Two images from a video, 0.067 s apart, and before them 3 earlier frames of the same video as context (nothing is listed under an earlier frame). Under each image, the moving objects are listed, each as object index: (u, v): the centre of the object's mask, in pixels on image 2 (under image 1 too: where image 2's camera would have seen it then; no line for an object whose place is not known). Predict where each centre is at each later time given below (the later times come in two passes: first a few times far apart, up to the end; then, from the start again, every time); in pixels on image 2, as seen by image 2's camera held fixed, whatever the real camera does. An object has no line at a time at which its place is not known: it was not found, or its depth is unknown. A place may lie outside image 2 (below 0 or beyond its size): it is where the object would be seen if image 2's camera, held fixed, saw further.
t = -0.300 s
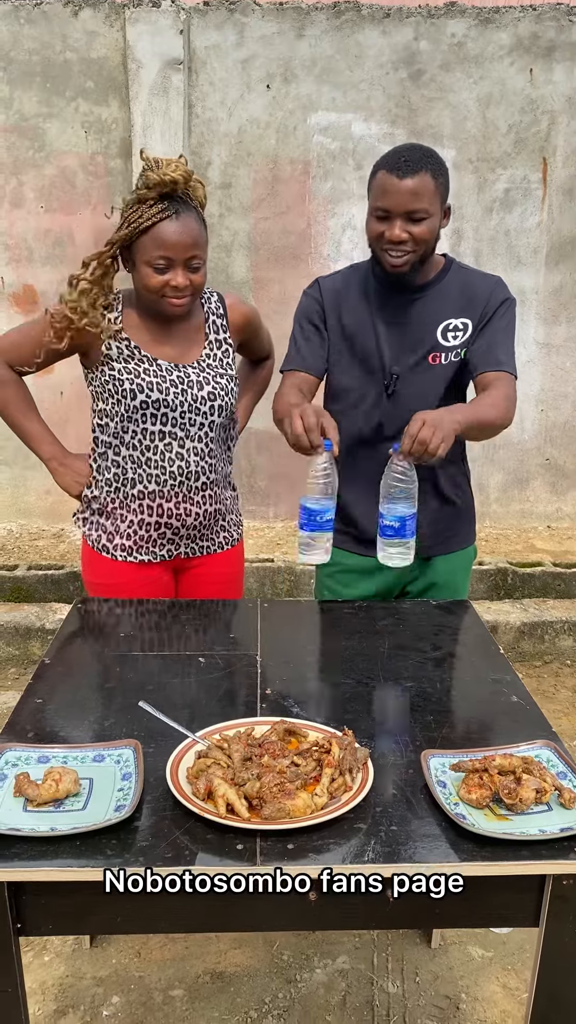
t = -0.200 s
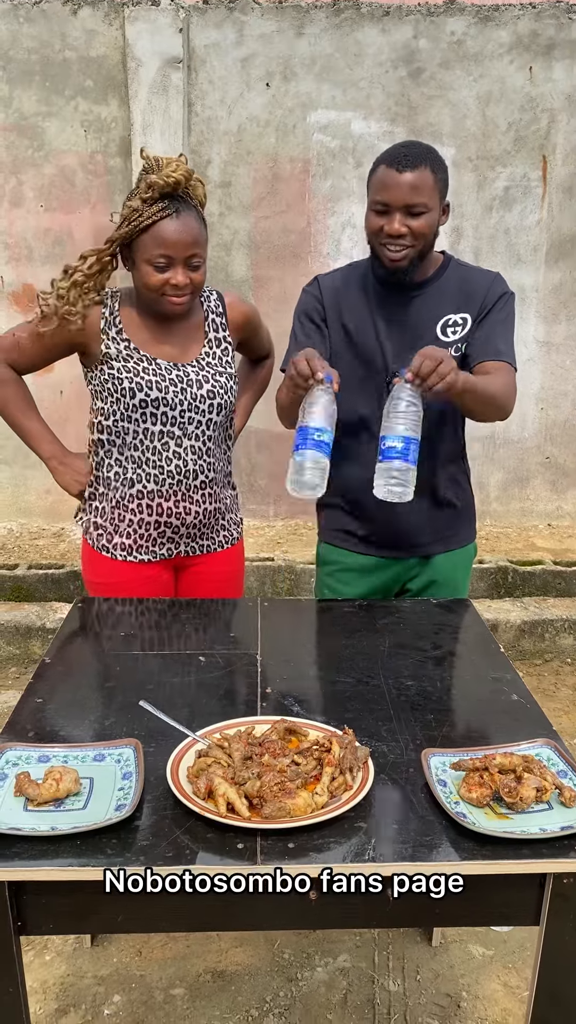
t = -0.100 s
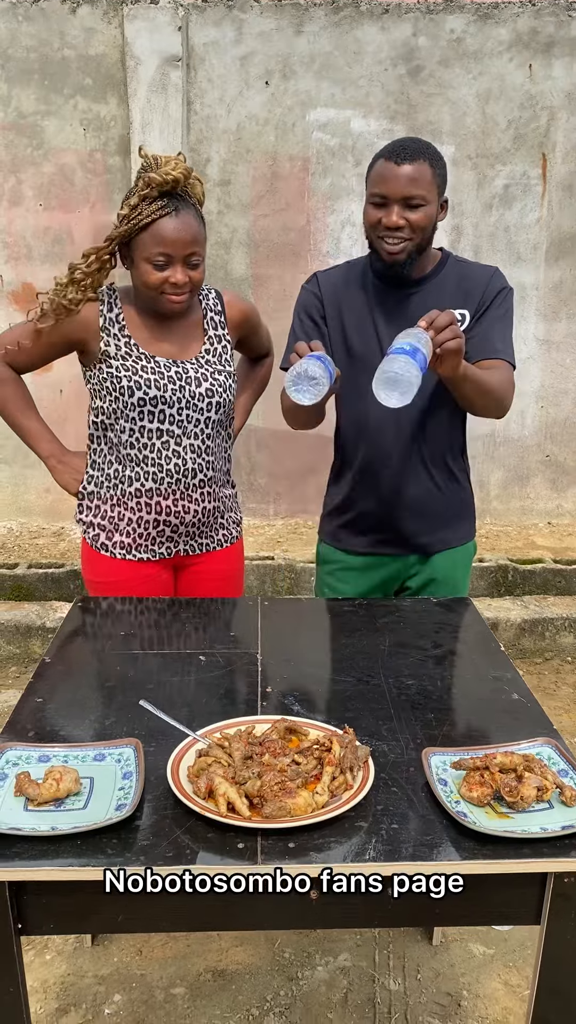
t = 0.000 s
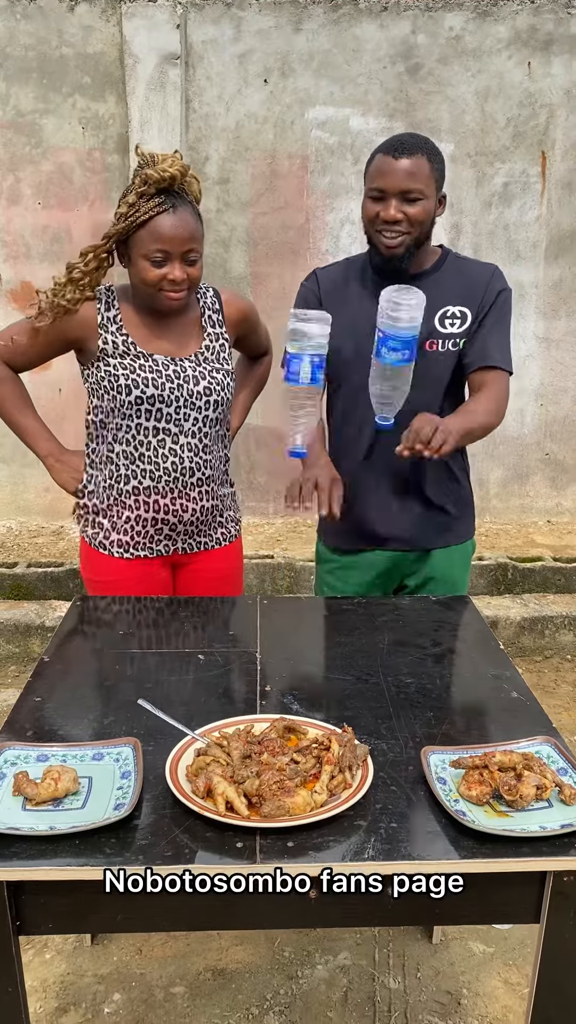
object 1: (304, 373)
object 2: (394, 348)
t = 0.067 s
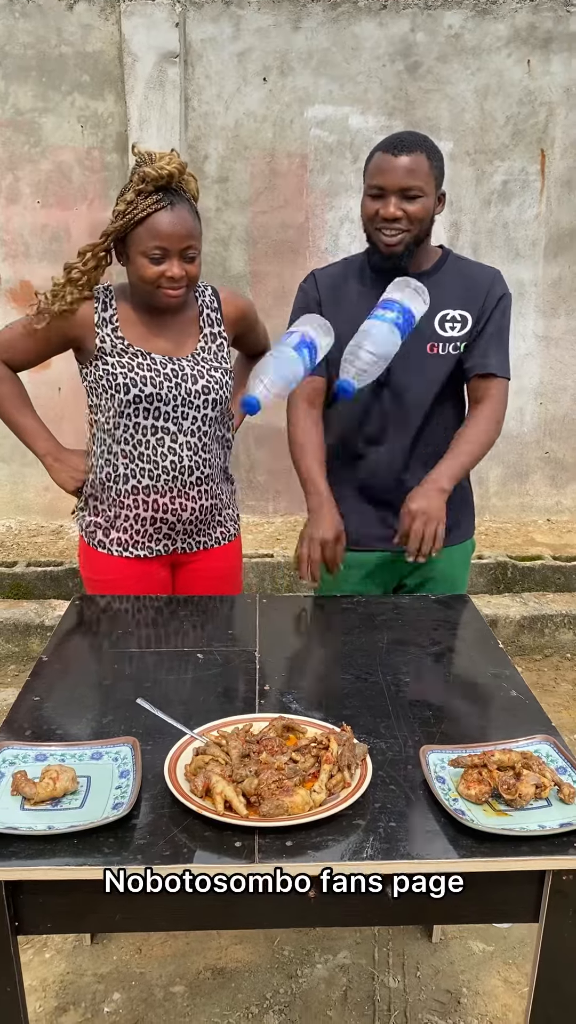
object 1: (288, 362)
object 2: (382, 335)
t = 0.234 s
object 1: (284, 459)
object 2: (371, 406)
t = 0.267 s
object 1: (282, 505)
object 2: (366, 447)
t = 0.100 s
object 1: (284, 361)
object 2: (382, 327)
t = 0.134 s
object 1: (284, 368)
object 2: (381, 332)
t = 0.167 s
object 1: (285, 388)
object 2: (378, 346)
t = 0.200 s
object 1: (285, 419)
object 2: (375, 371)
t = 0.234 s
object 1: (284, 459)
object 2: (371, 406)
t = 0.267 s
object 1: (282, 505)
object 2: (366, 447)
